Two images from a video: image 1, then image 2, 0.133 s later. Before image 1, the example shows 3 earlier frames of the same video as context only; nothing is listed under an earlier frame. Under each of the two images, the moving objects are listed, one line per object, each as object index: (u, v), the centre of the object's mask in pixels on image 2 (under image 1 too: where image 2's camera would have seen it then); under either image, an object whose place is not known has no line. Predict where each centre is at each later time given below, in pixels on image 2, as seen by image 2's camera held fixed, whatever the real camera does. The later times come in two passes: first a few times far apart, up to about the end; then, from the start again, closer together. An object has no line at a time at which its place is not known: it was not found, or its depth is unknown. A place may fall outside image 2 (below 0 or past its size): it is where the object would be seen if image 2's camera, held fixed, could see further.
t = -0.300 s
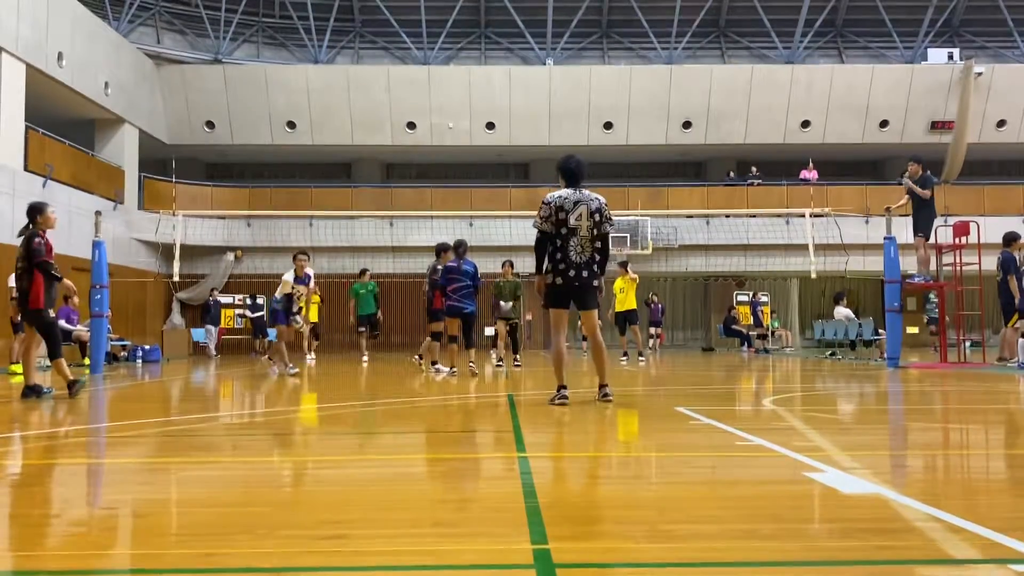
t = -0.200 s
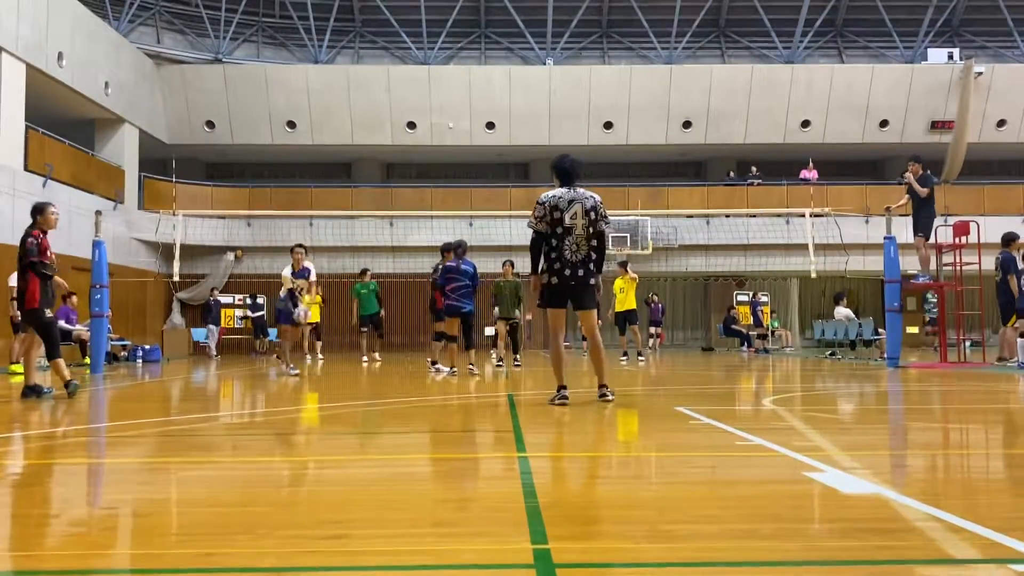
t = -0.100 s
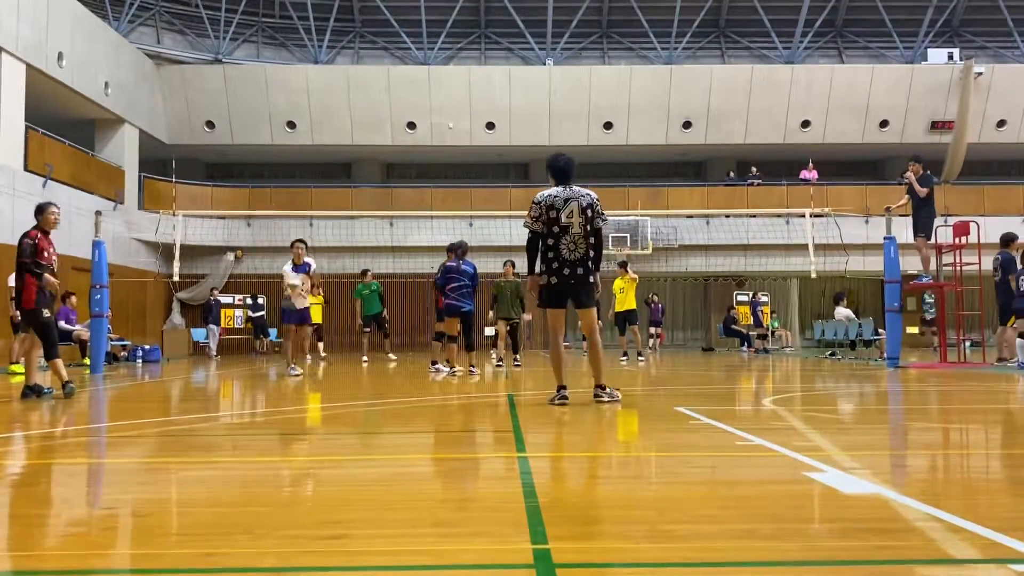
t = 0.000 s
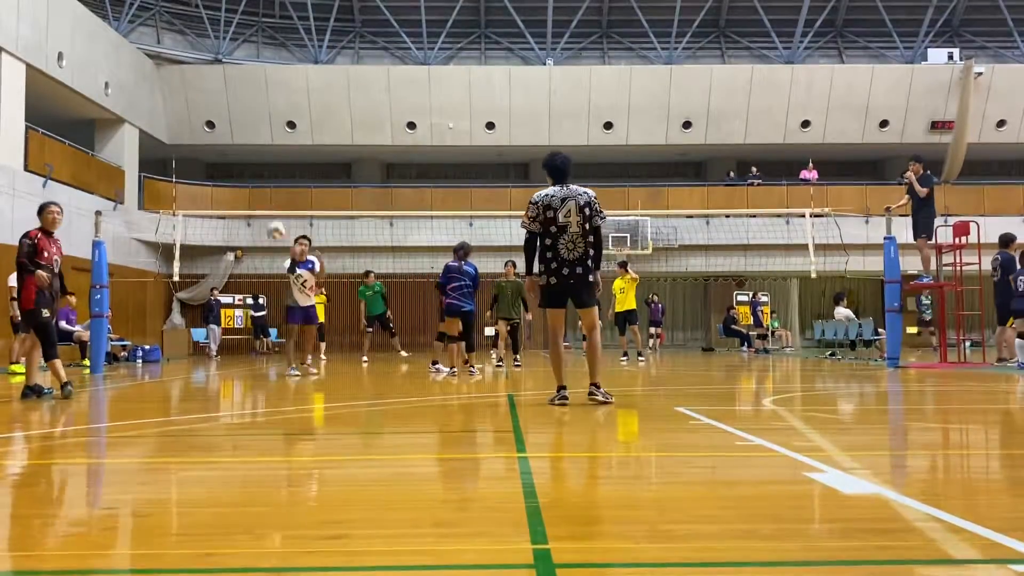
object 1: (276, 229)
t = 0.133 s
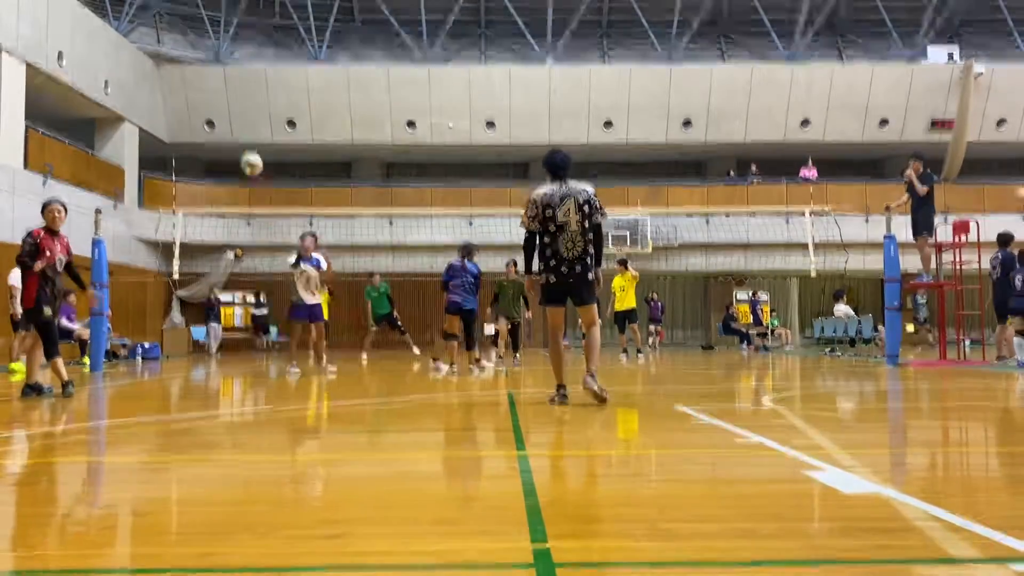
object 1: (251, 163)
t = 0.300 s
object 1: (216, 92)
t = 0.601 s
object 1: (126, 12)
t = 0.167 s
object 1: (246, 148)
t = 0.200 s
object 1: (238, 135)
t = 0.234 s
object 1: (231, 120)
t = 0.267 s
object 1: (223, 105)
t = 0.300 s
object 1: (216, 92)
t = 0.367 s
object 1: (199, 69)
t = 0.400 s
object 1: (191, 57)
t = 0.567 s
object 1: (139, 16)
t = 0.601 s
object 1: (126, 12)
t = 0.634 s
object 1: (114, 9)
